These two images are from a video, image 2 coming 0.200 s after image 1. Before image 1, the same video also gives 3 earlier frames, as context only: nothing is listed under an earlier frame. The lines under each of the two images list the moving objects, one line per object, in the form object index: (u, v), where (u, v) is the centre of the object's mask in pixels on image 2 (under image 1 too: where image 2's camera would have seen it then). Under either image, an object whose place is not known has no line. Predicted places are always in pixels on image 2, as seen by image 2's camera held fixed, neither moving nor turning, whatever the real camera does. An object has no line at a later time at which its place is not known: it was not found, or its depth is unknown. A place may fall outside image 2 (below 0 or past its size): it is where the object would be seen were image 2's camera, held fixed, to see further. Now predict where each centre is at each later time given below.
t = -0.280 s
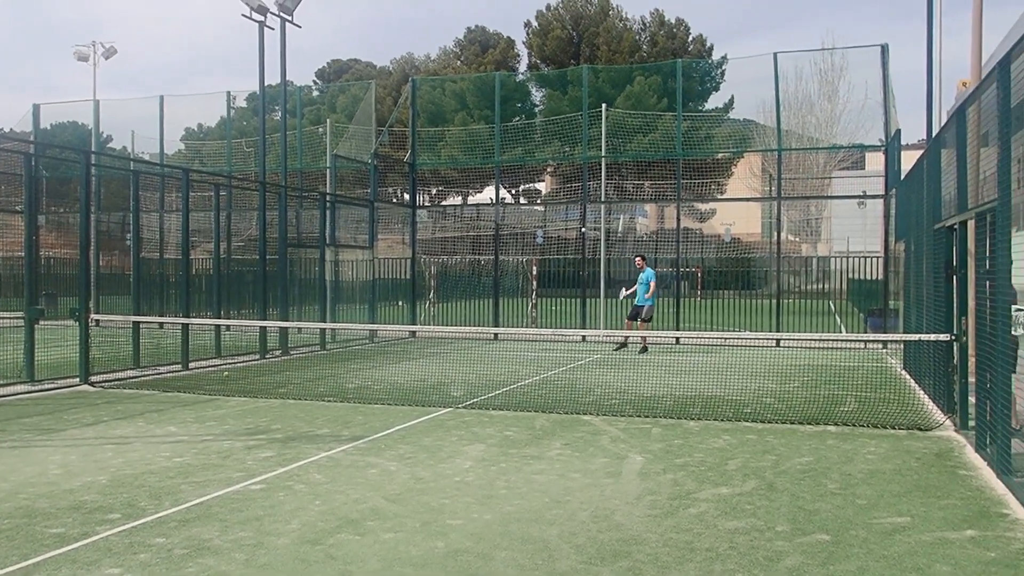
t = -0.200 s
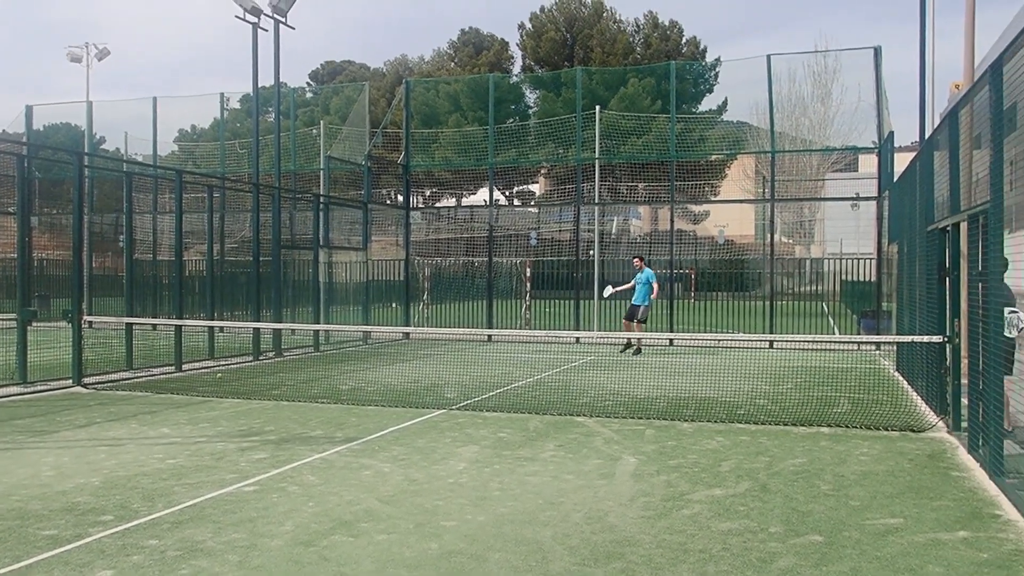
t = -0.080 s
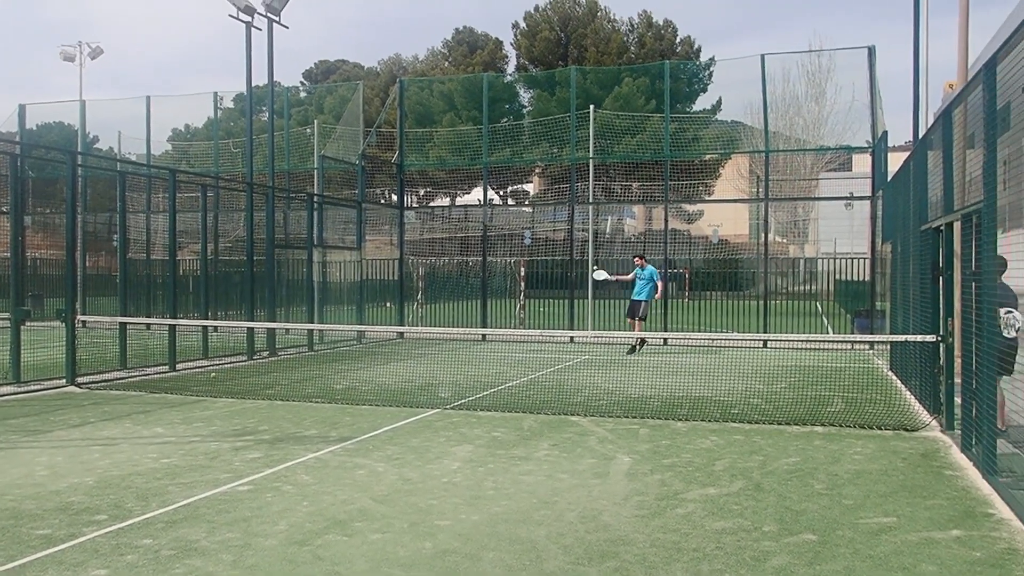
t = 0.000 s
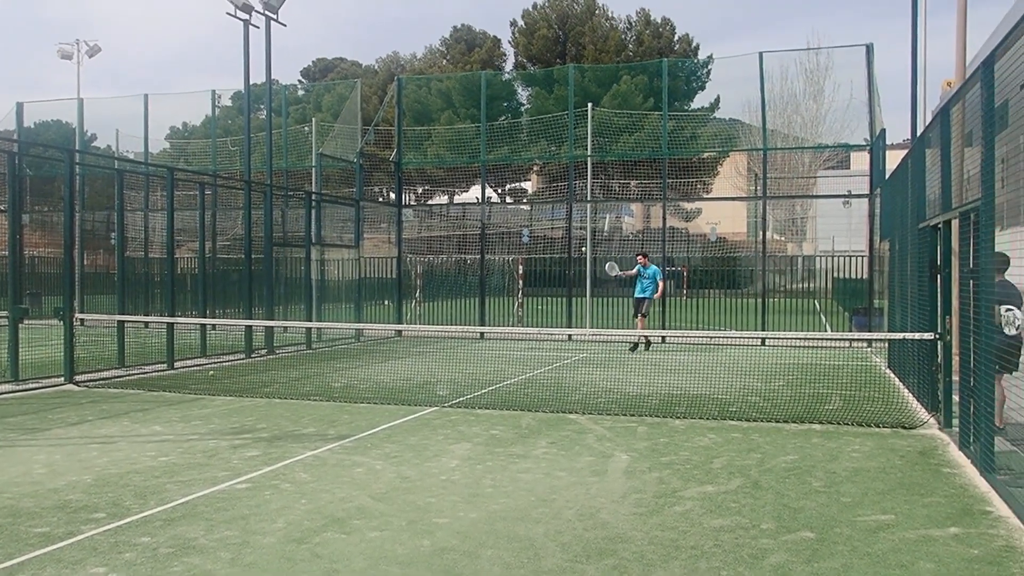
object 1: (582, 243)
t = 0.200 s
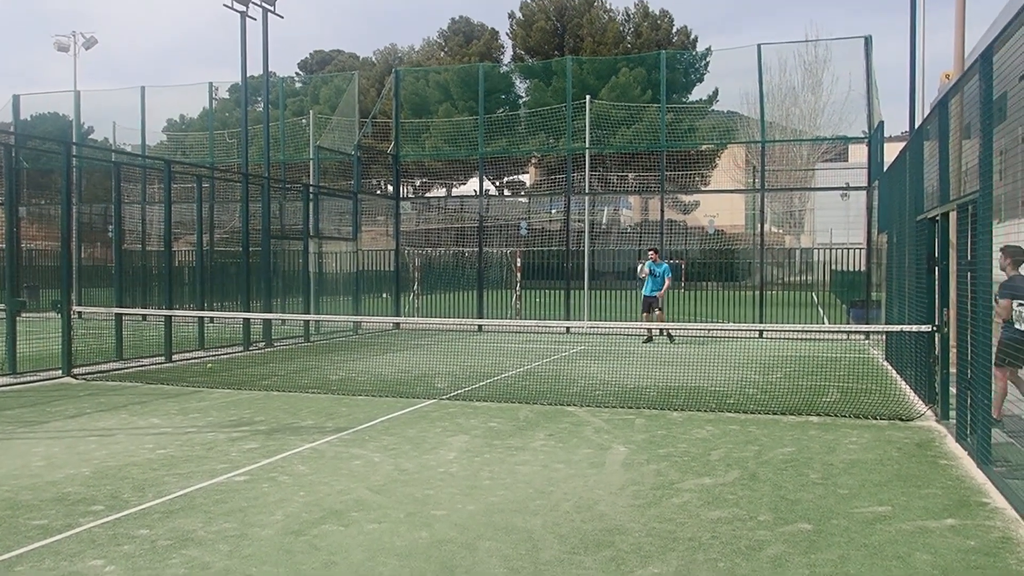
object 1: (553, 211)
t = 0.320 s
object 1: (533, 203)
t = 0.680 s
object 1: (454, 247)
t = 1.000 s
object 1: (336, 443)
